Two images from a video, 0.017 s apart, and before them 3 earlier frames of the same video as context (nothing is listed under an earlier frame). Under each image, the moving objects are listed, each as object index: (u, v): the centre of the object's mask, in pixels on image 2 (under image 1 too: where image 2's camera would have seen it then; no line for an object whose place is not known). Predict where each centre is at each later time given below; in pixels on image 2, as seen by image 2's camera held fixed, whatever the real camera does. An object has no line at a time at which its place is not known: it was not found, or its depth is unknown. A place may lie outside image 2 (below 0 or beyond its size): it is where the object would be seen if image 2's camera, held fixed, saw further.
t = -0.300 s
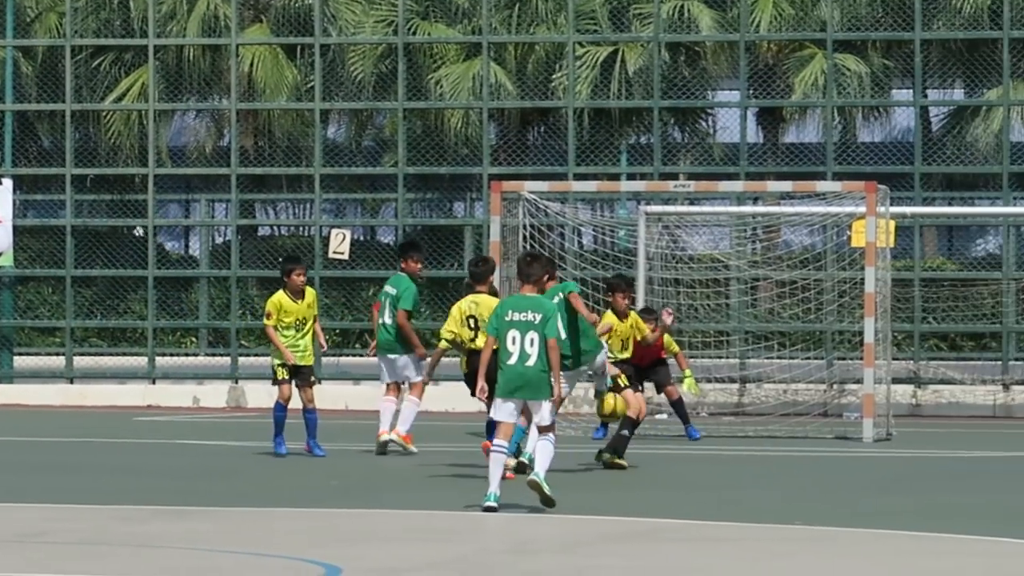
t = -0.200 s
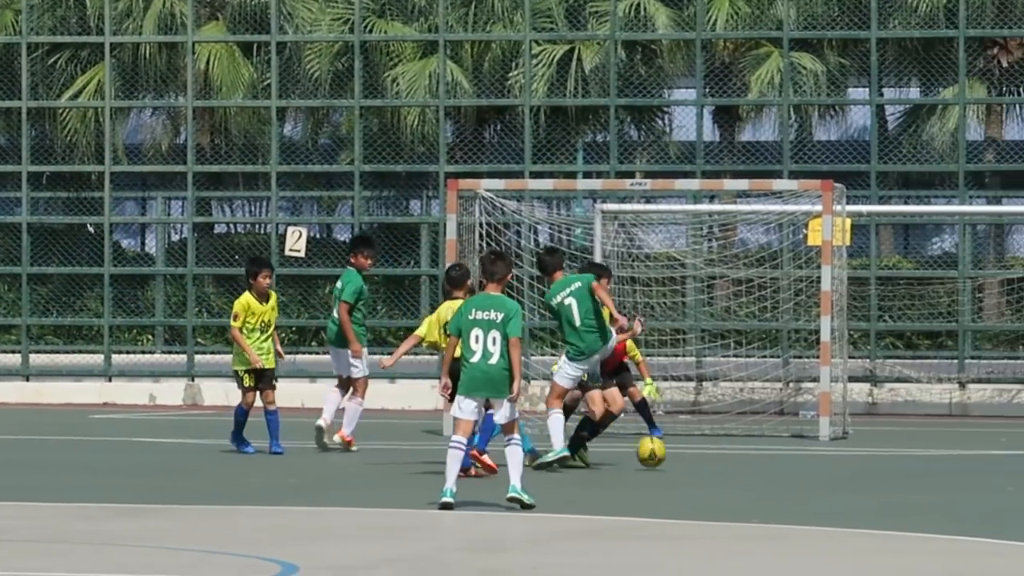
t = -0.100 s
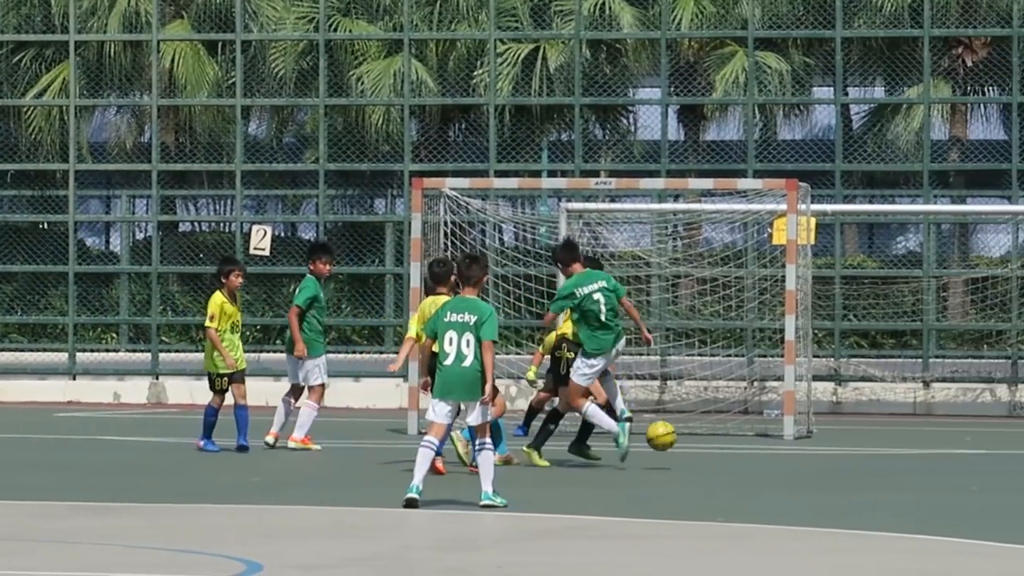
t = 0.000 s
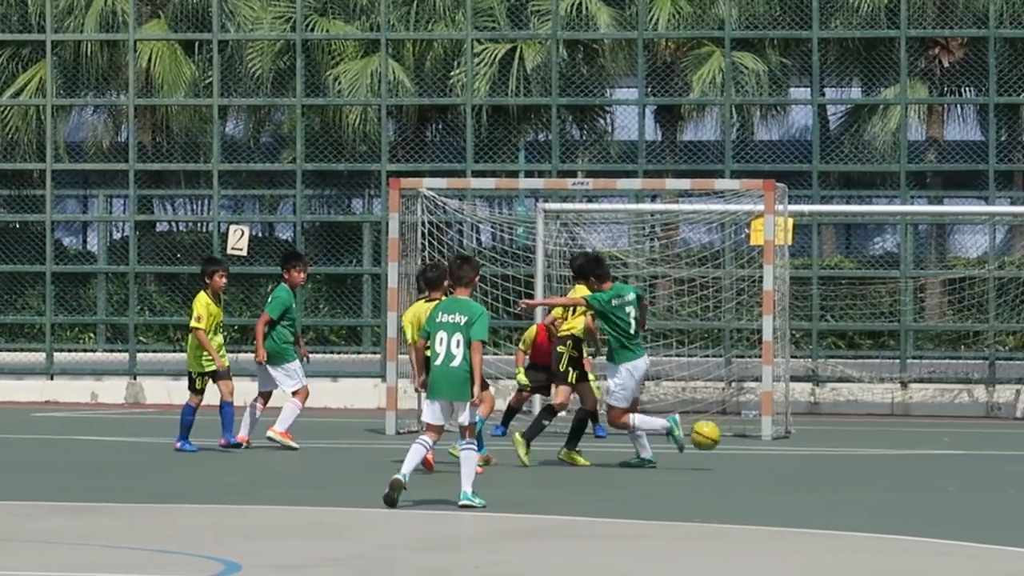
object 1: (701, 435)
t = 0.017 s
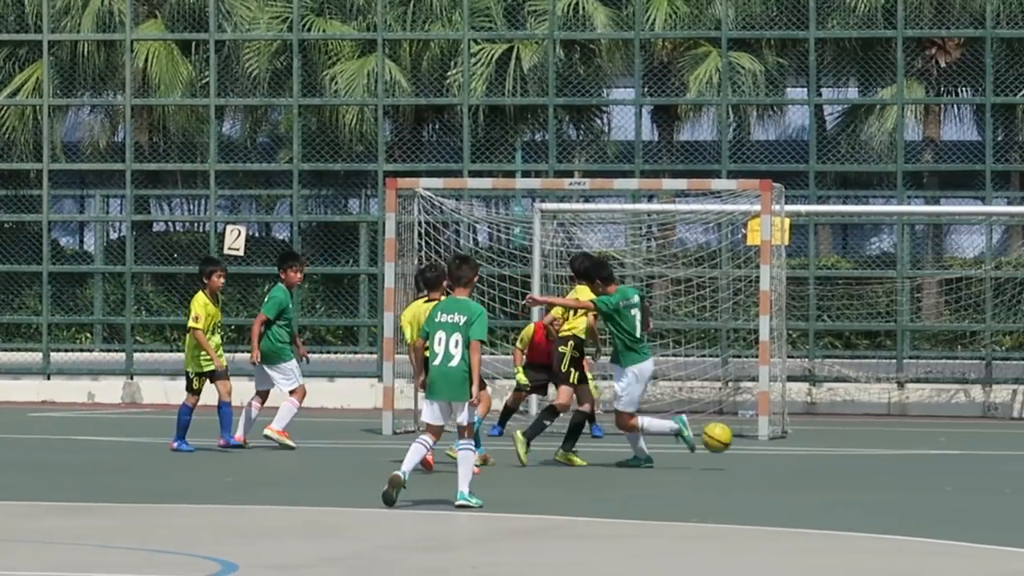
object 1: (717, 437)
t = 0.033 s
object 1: (733, 440)
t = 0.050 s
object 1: (748, 443)
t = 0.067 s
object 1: (763, 448)
